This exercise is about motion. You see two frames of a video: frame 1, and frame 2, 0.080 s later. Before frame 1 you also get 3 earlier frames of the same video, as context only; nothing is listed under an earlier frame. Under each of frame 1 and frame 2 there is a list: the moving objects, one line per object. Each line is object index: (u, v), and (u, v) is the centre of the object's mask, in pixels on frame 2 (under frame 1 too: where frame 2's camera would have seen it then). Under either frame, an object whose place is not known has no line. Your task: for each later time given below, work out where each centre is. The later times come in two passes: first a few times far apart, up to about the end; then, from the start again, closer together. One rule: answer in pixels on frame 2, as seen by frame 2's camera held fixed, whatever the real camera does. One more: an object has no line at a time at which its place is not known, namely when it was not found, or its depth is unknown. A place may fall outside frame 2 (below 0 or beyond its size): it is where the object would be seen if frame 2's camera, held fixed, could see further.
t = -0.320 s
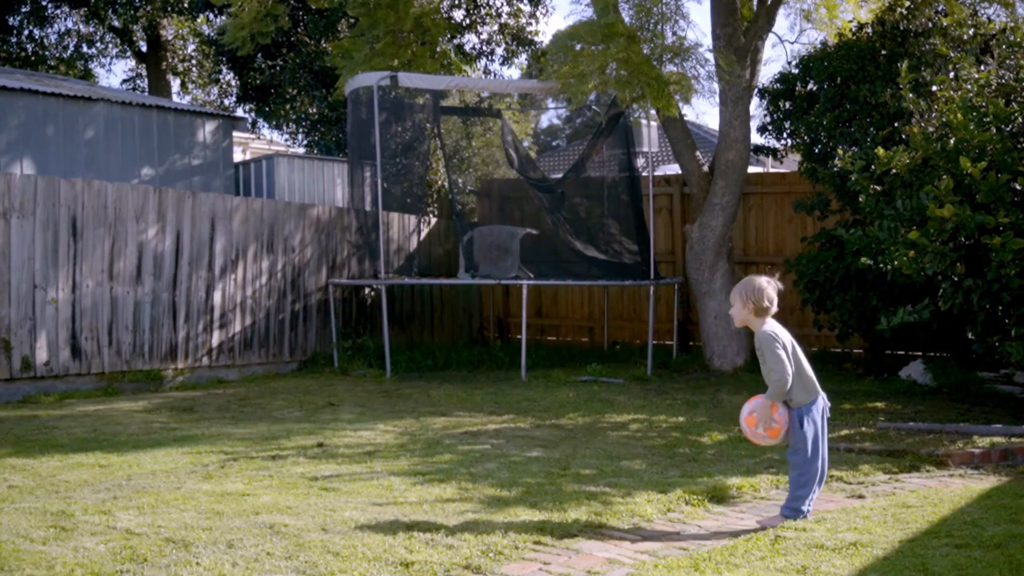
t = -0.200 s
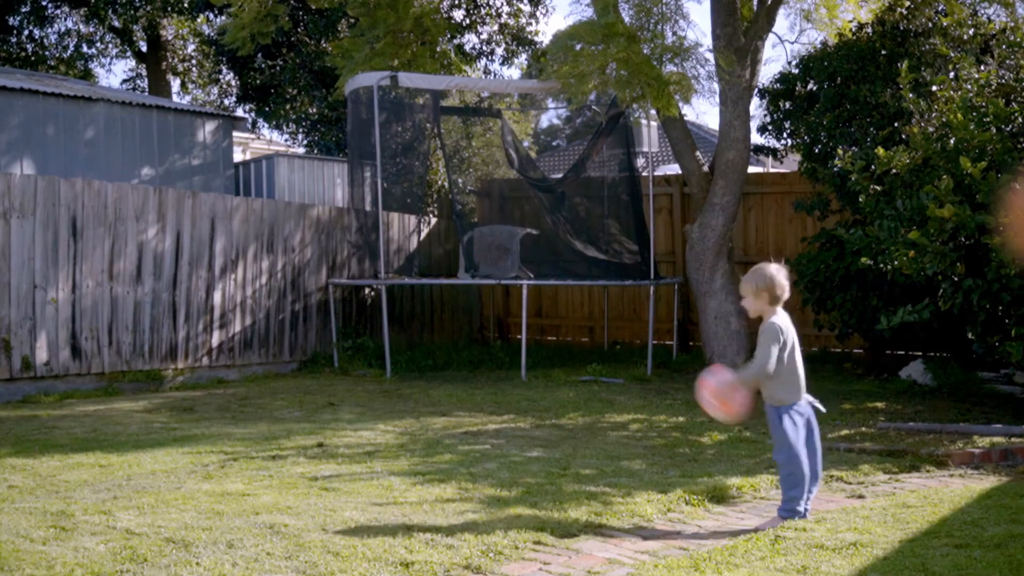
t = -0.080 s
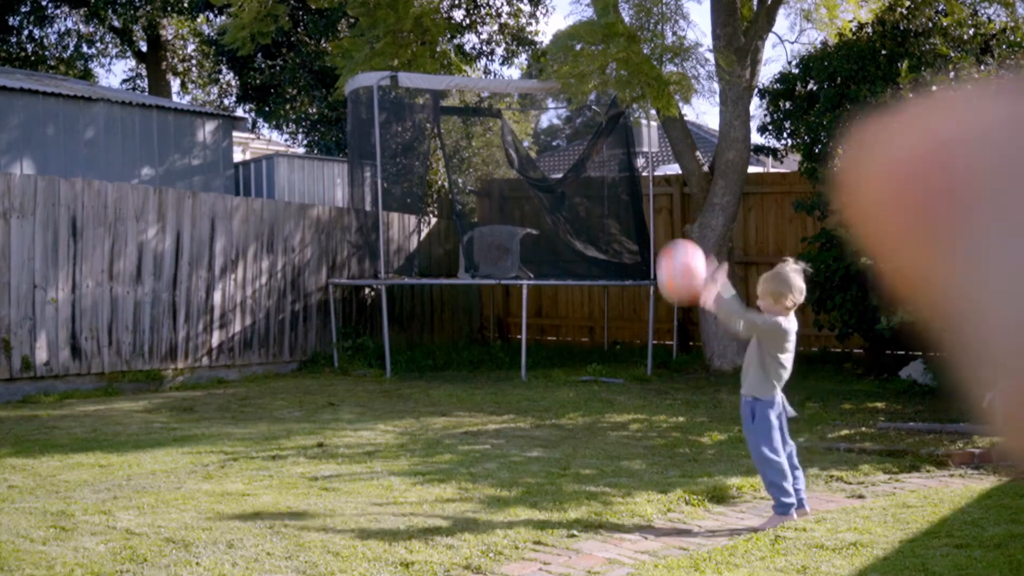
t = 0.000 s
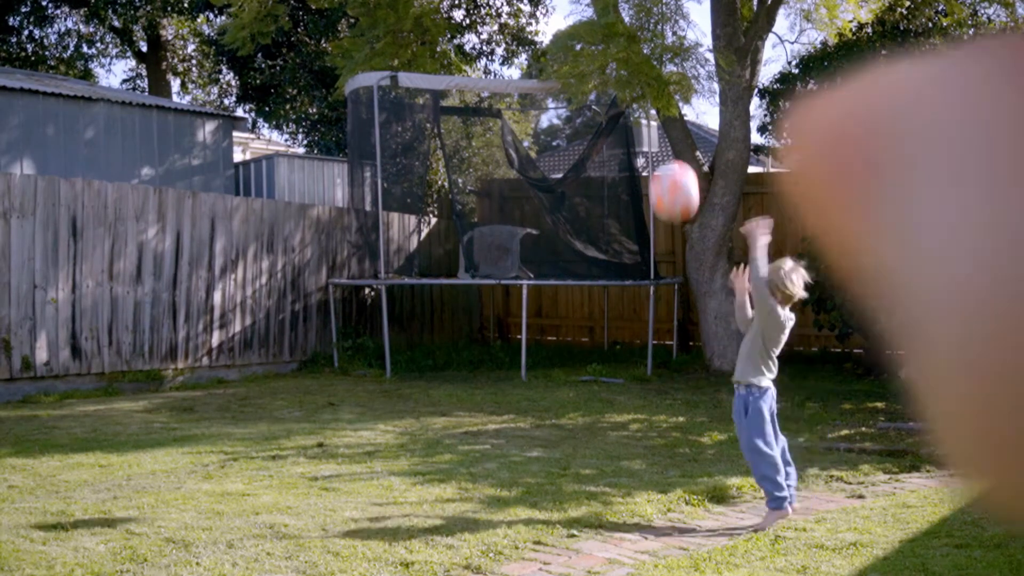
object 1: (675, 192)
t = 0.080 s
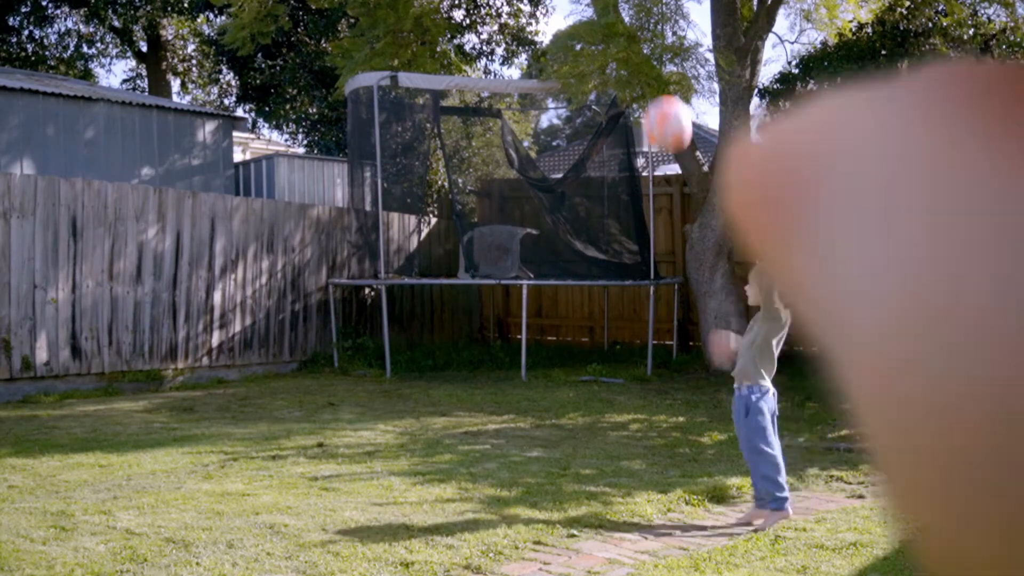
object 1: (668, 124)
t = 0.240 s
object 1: (657, 36)
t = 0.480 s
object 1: (646, 12)
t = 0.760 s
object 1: (692, 145)
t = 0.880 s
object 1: (691, 282)
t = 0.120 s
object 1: (664, 96)
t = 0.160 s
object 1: (661, 73)
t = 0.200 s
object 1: (659, 53)
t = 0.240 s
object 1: (657, 36)
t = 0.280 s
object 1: (655, 23)
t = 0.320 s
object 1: (653, 16)
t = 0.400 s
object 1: (650, 11)
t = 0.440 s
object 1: (648, 11)
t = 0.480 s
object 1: (646, 12)
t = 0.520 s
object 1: (646, 15)
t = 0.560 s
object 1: (645, 21)
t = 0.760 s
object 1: (692, 145)
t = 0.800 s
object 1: (692, 192)
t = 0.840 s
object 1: (691, 235)
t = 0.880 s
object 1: (691, 282)
